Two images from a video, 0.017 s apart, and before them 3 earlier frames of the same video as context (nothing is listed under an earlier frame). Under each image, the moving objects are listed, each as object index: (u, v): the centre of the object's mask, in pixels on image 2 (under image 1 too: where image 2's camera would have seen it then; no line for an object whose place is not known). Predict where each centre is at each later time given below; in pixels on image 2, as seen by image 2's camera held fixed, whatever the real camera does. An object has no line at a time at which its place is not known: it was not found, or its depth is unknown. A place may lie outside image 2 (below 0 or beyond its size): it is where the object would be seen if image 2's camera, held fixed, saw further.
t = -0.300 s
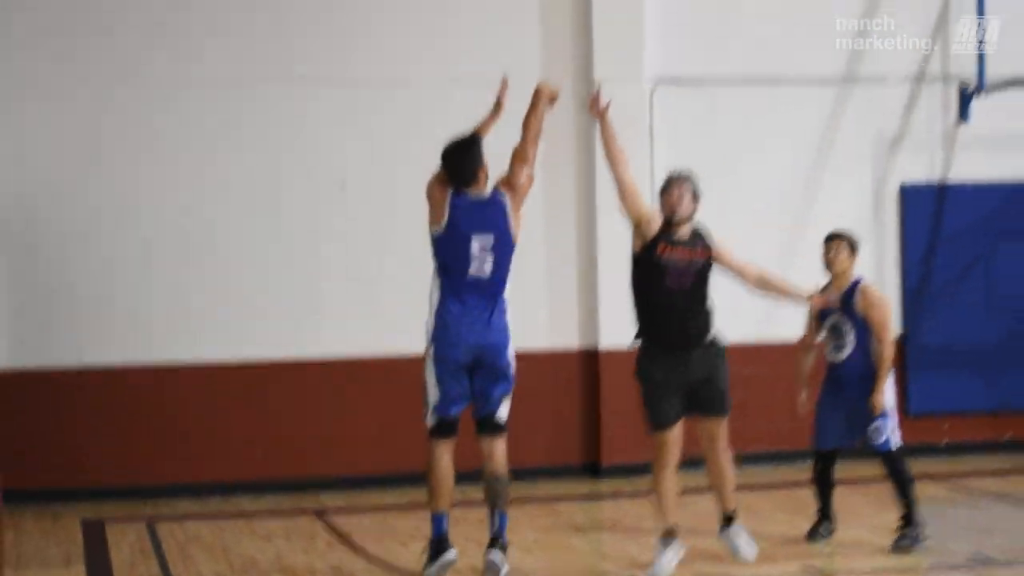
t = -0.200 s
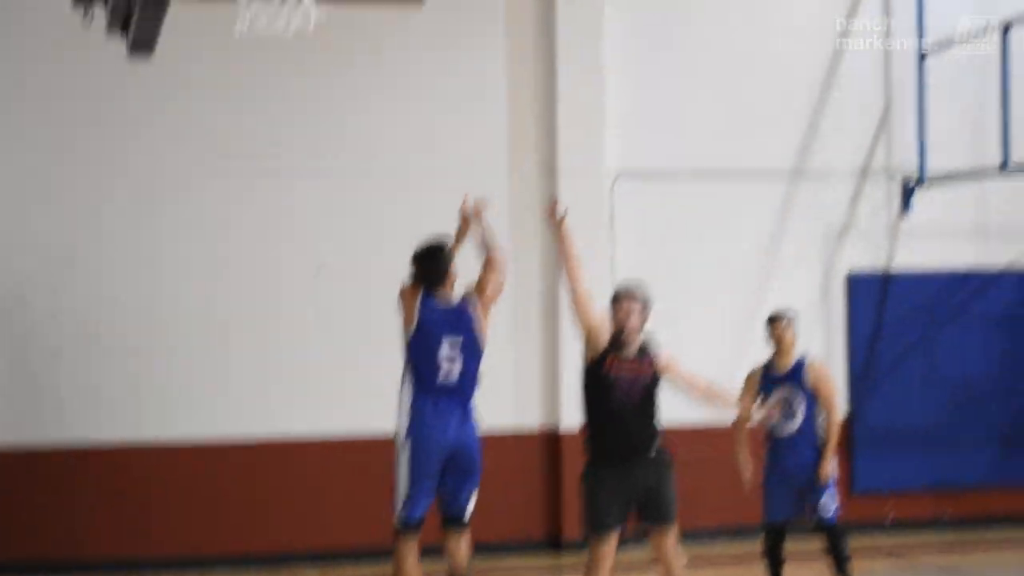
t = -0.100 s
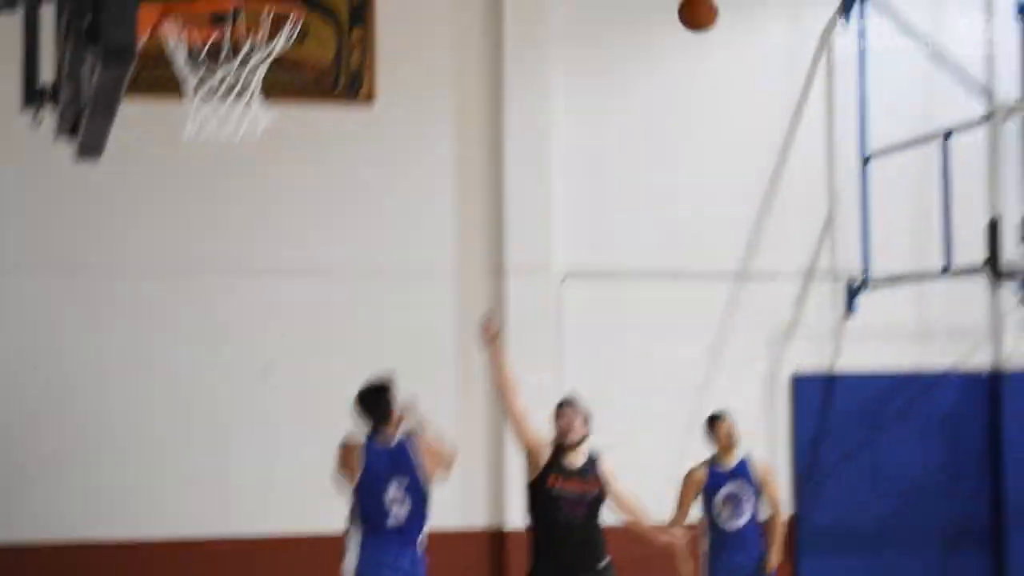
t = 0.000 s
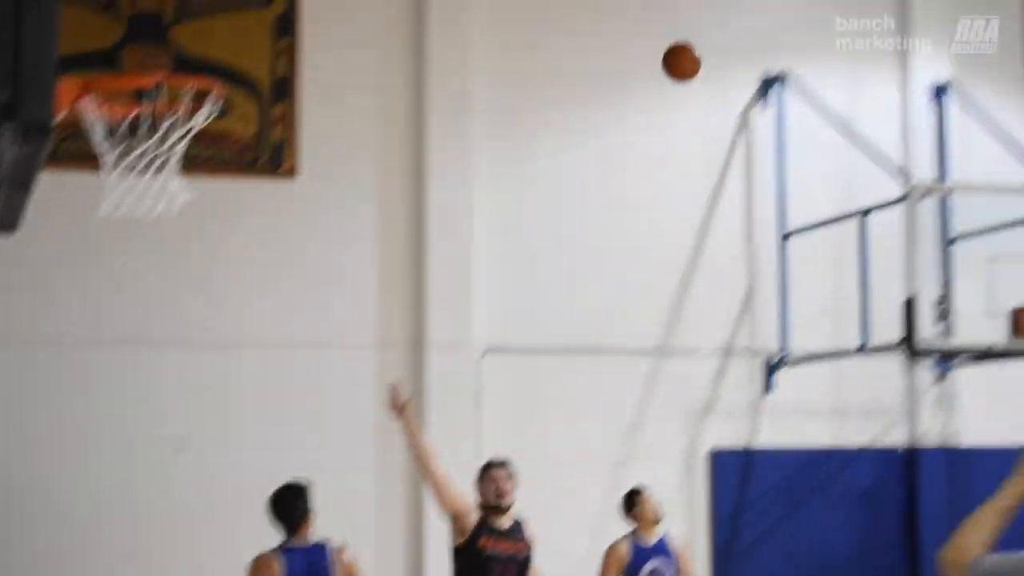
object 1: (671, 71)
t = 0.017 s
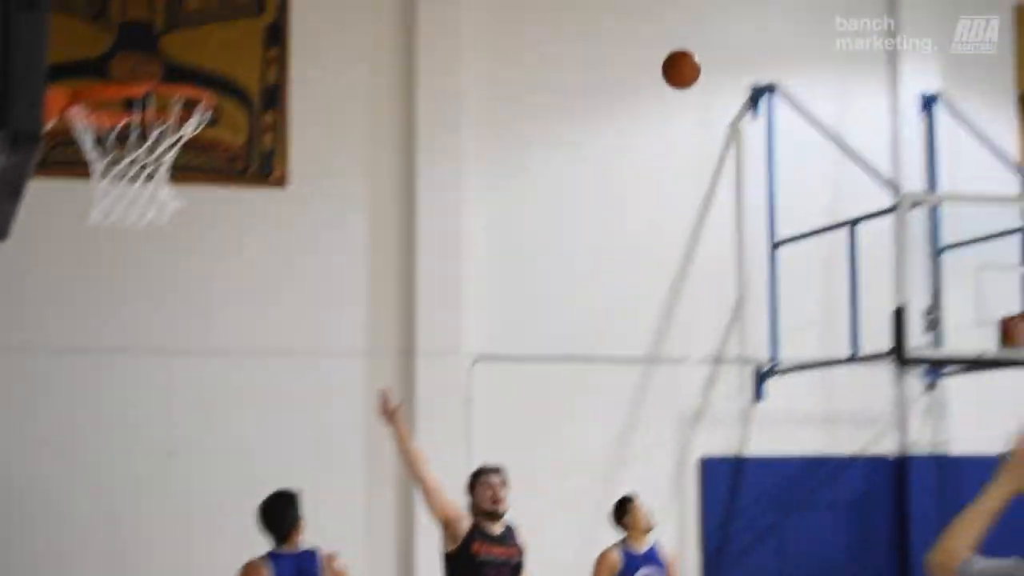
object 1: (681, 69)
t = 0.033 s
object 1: (691, 66)
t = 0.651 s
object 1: (989, 247)
